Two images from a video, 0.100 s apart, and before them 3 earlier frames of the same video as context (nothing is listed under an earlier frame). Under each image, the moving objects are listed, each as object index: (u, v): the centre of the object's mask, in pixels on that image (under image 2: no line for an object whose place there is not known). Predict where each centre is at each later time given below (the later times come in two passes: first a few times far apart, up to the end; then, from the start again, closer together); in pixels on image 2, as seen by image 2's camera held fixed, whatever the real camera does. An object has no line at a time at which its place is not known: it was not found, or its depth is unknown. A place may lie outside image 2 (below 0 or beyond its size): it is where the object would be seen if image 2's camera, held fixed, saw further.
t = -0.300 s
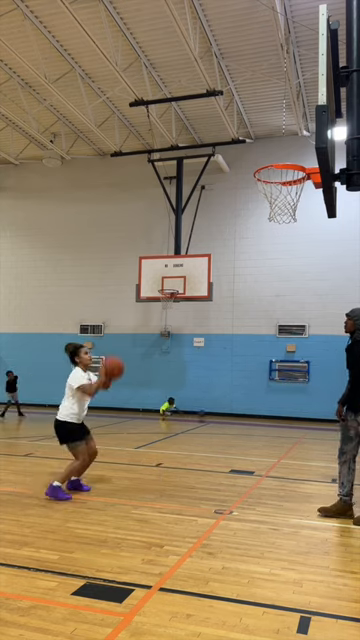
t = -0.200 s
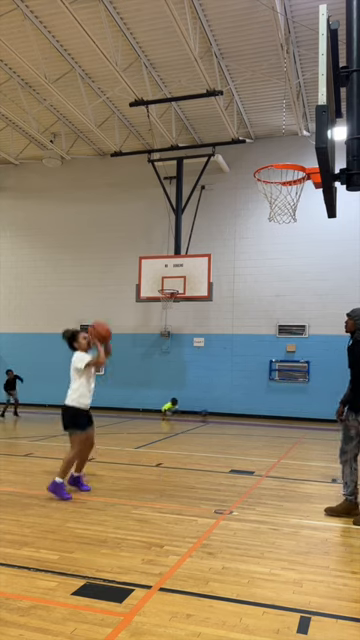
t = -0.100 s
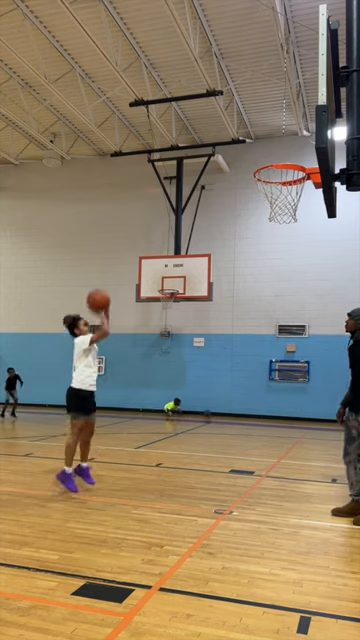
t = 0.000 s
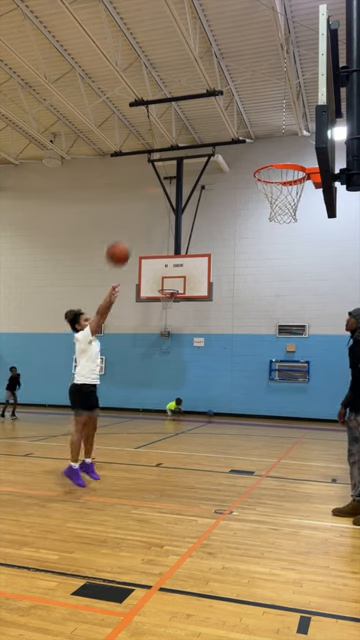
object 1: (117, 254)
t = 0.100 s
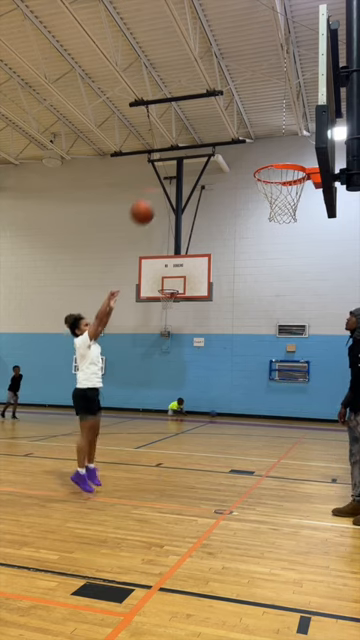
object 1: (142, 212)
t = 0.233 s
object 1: (174, 169)
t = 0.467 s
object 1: (235, 135)
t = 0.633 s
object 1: (280, 143)
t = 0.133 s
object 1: (150, 200)
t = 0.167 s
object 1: (158, 189)
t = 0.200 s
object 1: (165, 180)
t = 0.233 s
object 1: (174, 169)
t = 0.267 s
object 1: (183, 162)
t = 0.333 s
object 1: (200, 149)
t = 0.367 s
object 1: (208, 143)
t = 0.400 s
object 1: (217, 140)
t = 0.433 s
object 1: (225, 137)
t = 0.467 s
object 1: (235, 135)
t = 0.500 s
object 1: (244, 134)
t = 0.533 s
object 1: (252, 135)
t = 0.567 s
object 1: (261, 137)
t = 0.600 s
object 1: (270, 139)
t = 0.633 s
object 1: (280, 143)
